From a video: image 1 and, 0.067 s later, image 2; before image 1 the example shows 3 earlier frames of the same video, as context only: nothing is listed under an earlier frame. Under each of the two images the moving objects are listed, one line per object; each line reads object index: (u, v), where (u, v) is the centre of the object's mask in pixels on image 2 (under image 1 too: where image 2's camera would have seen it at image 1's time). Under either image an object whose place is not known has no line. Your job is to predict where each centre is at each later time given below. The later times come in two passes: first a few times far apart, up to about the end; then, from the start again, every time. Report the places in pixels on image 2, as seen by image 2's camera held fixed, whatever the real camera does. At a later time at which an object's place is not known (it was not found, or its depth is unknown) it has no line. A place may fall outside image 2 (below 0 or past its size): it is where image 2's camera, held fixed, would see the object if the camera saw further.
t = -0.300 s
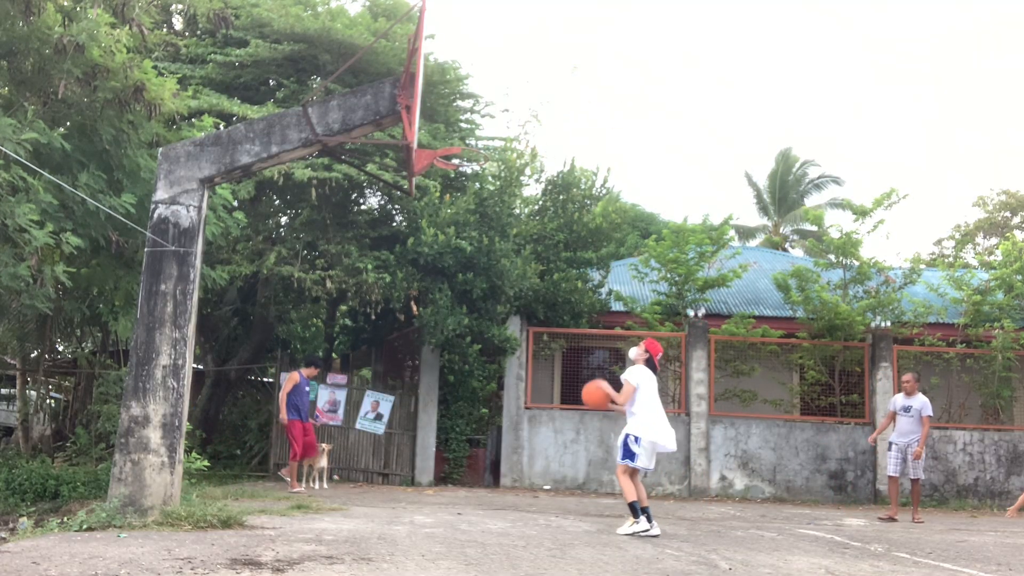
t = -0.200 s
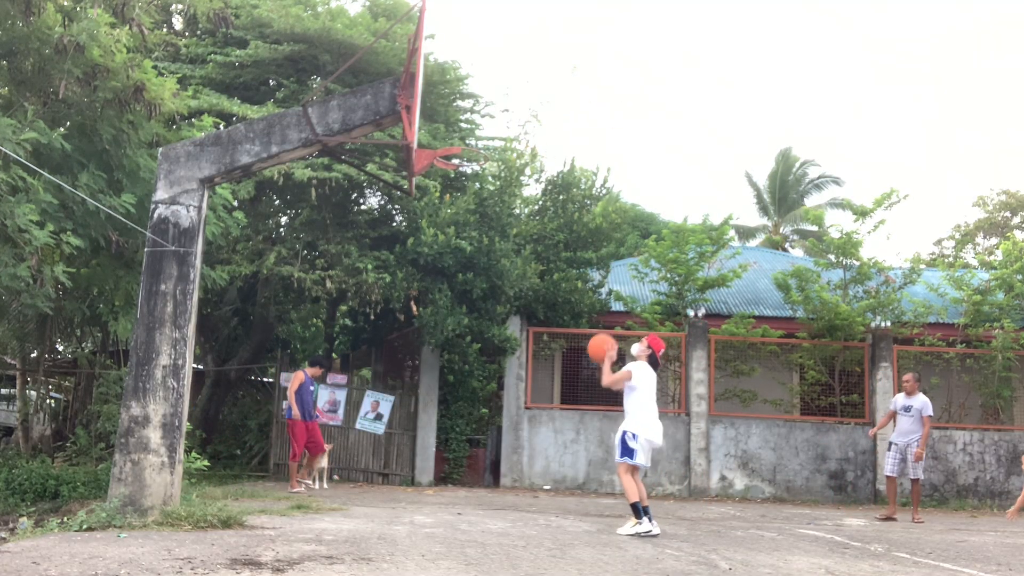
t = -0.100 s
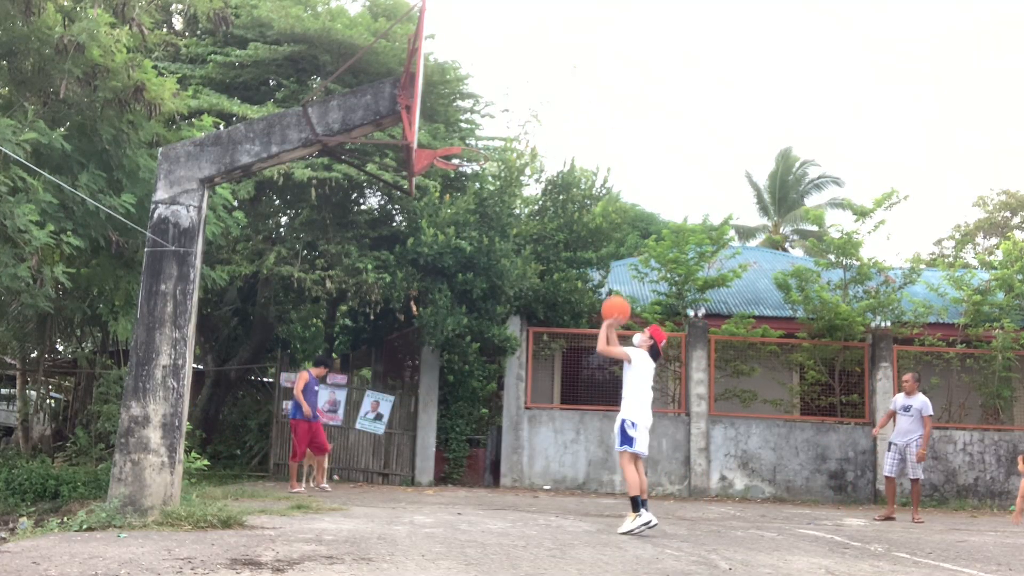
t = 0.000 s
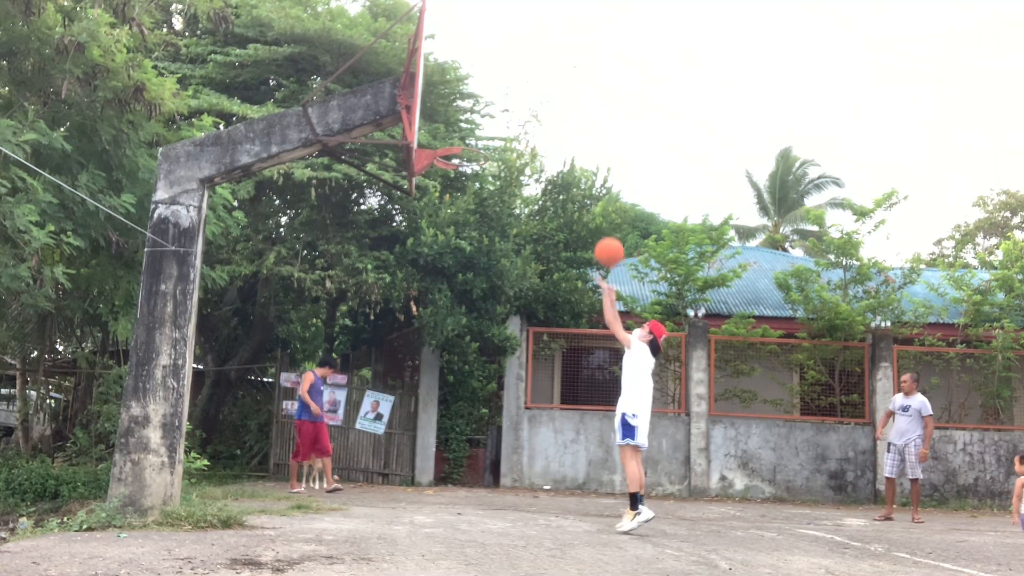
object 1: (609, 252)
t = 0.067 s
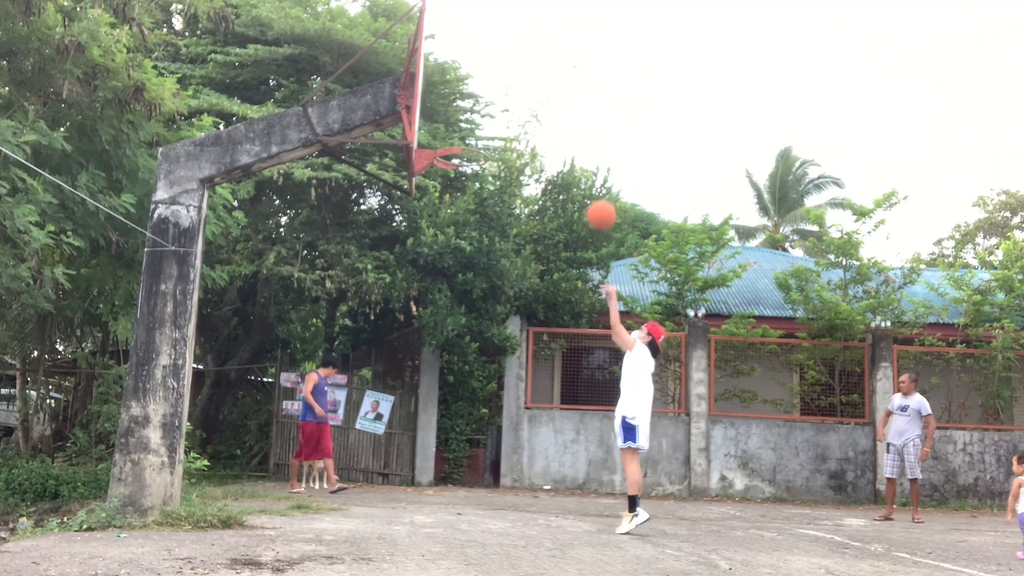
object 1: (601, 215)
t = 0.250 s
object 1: (578, 140)
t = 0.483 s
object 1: (547, 100)
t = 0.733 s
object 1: (512, 122)
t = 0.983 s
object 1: (534, 155)
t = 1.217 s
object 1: (594, 207)
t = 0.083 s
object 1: (599, 206)
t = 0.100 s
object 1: (597, 199)
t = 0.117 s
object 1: (595, 190)
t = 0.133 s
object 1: (592, 183)
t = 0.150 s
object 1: (591, 177)
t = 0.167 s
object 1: (588, 170)
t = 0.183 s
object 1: (586, 164)
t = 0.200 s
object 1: (584, 157)
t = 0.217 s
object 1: (582, 151)
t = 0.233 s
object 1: (580, 145)
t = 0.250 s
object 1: (578, 140)
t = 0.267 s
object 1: (576, 135)
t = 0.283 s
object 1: (573, 131)
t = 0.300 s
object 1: (571, 126)
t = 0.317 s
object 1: (569, 122)
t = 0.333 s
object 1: (567, 119)
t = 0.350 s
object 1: (565, 115)
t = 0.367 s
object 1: (563, 112)
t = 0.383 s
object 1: (560, 110)
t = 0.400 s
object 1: (558, 107)
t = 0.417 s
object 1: (556, 105)
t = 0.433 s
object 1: (554, 103)
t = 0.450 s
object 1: (552, 102)
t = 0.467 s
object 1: (549, 101)
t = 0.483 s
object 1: (547, 100)
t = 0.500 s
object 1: (545, 99)
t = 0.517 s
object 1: (543, 99)
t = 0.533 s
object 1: (540, 99)
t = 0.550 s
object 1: (538, 99)
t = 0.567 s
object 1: (536, 100)
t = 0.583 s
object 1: (534, 101)
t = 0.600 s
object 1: (531, 102)
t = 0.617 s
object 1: (529, 104)
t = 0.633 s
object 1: (527, 105)
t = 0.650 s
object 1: (524, 107)
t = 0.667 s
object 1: (522, 110)
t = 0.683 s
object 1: (520, 113)
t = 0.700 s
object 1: (517, 115)
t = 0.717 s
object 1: (515, 119)
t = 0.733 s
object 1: (512, 122)
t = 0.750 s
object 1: (510, 126)
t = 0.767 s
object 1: (507, 131)
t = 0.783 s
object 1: (505, 136)
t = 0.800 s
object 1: (502, 140)
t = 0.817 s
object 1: (500, 146)
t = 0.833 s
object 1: (498, 150)
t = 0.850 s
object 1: (499, 152)
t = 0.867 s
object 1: (504, 151)
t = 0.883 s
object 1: (508, 151)
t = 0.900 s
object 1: (512, 151)
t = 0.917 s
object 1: (517, 151)
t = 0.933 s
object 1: (521, 152)
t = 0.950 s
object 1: (525, 153)
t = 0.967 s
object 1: (530, 154)
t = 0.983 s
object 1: (534, 155)
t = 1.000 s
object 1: (538, 157)
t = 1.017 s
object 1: (542, 159)
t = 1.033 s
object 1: (547, 161)
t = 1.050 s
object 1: (551, 164)
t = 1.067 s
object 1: (556, 167)
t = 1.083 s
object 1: (561, 170)
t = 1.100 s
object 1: (565, 174)
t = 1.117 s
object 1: (569, 178)
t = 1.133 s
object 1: (573, 182)
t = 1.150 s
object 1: (578, 186)
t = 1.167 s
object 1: (582, 190)
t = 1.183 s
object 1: (586, 196)
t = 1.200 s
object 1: (590, 201)
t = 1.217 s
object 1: (594, 207)
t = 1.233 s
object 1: (599, 213)
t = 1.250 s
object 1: (603, 219)
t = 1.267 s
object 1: (607, 226)
